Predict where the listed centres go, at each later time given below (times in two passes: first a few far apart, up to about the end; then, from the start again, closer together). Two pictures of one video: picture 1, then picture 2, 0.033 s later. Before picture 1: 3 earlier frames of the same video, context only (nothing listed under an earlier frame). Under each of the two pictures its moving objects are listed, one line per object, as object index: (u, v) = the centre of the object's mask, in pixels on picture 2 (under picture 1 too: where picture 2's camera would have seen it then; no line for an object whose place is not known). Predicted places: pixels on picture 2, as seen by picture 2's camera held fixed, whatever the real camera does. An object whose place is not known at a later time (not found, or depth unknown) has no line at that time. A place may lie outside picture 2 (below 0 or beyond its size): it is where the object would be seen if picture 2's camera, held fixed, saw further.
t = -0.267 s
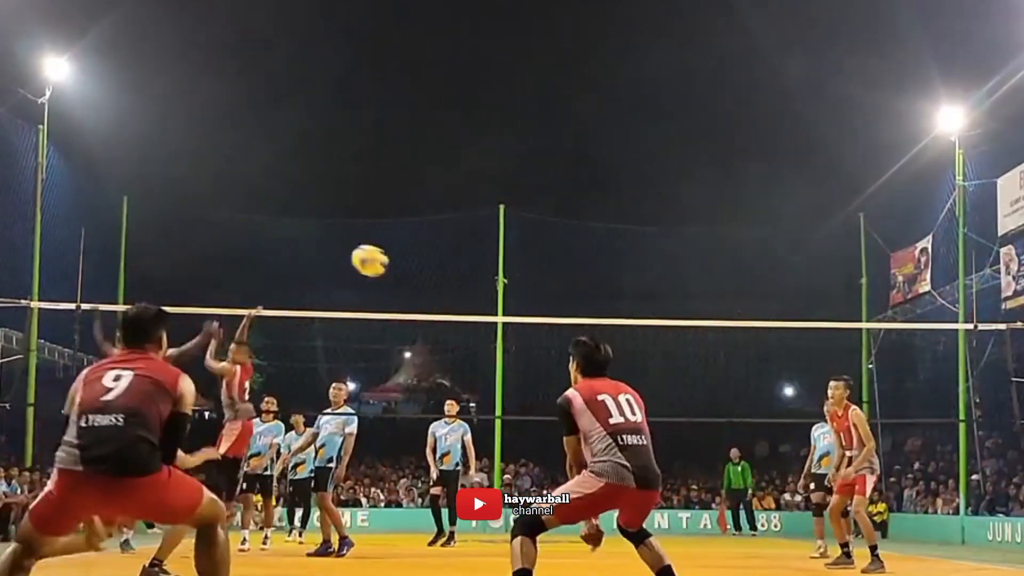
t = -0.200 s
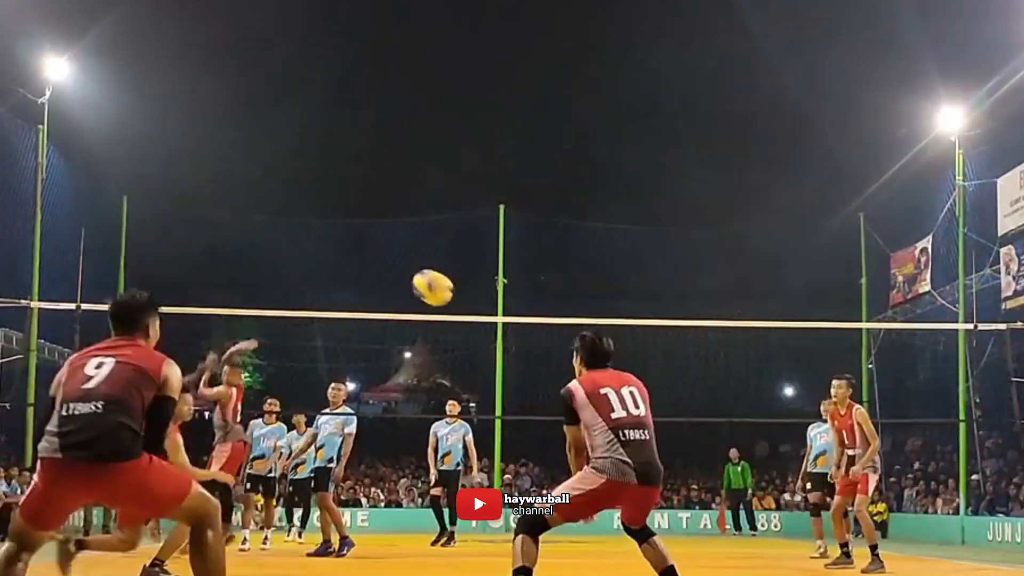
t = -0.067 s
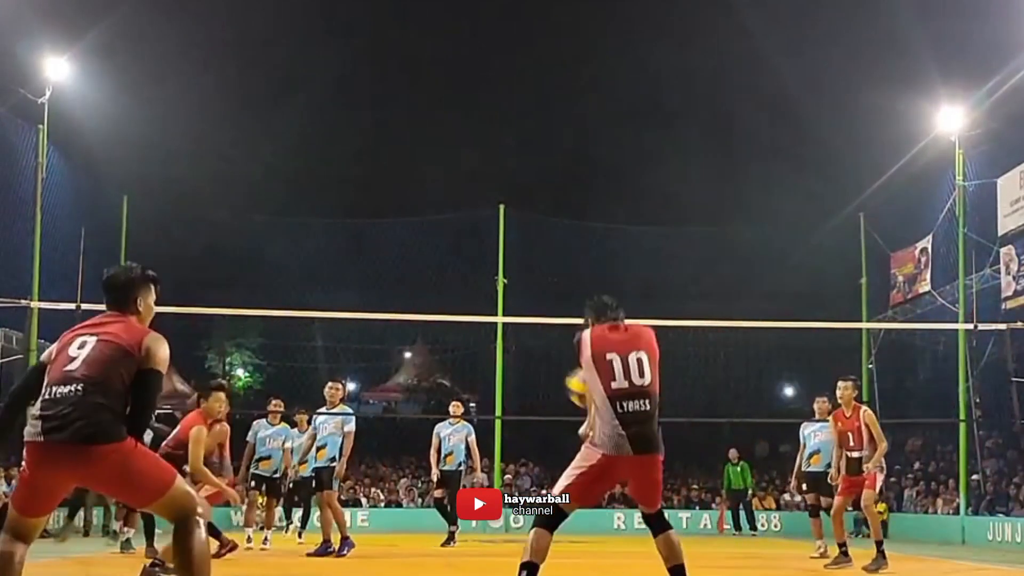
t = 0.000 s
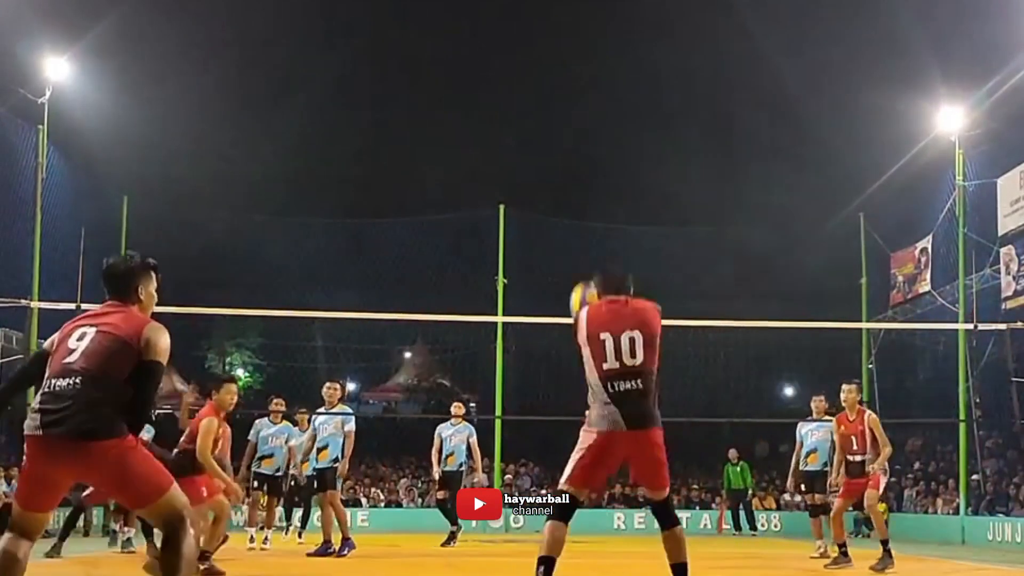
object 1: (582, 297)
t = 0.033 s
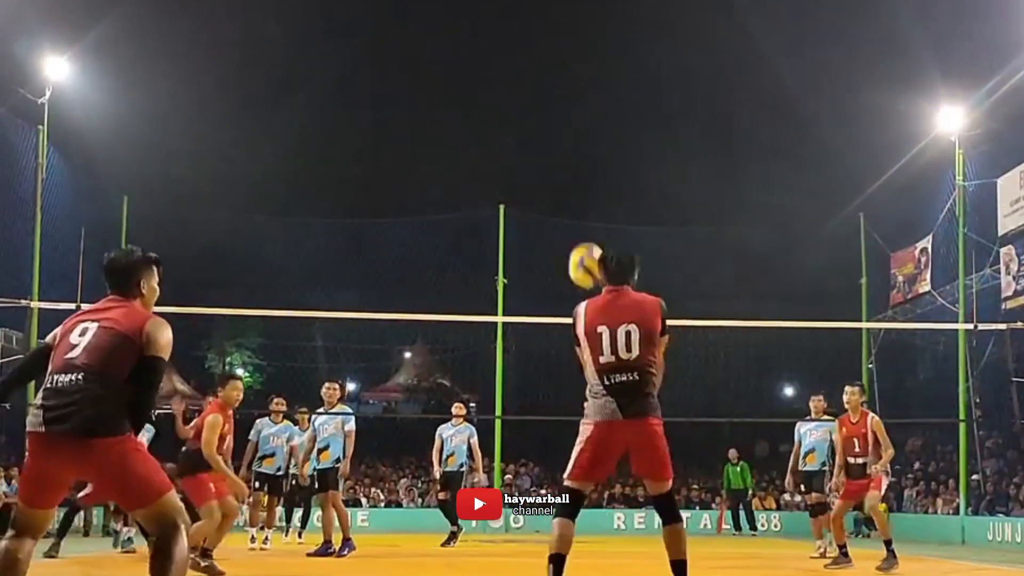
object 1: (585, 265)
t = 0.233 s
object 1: (580, 97)
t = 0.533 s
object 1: (572, 7)
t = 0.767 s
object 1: (565, 14)
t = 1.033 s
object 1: (558, 96)
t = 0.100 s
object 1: (584, 198)
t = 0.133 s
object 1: (583, 169)
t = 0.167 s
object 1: (582, 142)
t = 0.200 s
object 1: (581, 119)
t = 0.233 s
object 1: (580, 97)
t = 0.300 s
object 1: (578, 62)
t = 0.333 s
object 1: (578, 48)
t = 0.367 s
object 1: (576, 36)
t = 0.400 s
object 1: (575, 26)
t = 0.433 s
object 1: (574, 17)
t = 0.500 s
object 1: (572, 9)
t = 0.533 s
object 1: (572, 7)
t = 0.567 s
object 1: (571, 6)
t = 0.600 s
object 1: (570, 6)
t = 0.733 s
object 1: (566, 11)
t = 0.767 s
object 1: (565, 14)
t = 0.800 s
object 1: (564, 21)
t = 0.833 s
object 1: (563, 29)
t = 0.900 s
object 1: (562, 47)
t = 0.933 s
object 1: (561, 58)
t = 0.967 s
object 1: (560, 70)
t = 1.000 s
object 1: (559, 83)
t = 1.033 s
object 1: (558, 96)
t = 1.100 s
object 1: (556, 126)
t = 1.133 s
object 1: (555, 142)
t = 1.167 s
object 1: (554, 159)
